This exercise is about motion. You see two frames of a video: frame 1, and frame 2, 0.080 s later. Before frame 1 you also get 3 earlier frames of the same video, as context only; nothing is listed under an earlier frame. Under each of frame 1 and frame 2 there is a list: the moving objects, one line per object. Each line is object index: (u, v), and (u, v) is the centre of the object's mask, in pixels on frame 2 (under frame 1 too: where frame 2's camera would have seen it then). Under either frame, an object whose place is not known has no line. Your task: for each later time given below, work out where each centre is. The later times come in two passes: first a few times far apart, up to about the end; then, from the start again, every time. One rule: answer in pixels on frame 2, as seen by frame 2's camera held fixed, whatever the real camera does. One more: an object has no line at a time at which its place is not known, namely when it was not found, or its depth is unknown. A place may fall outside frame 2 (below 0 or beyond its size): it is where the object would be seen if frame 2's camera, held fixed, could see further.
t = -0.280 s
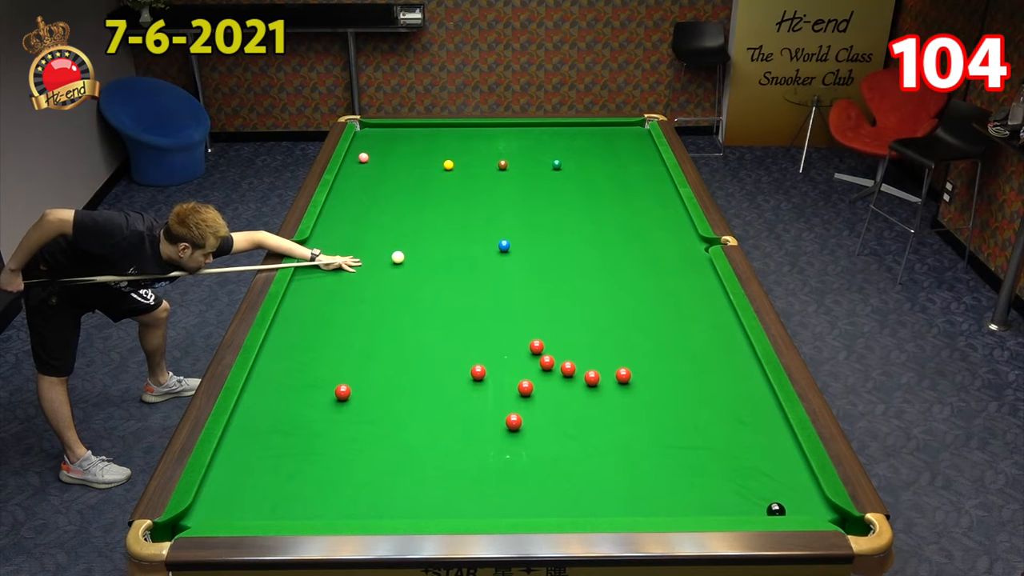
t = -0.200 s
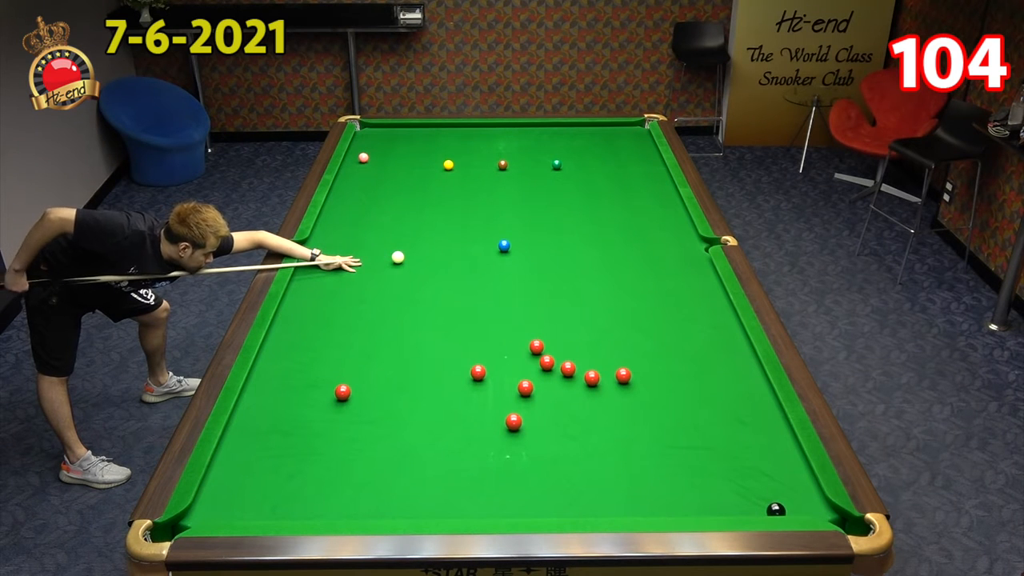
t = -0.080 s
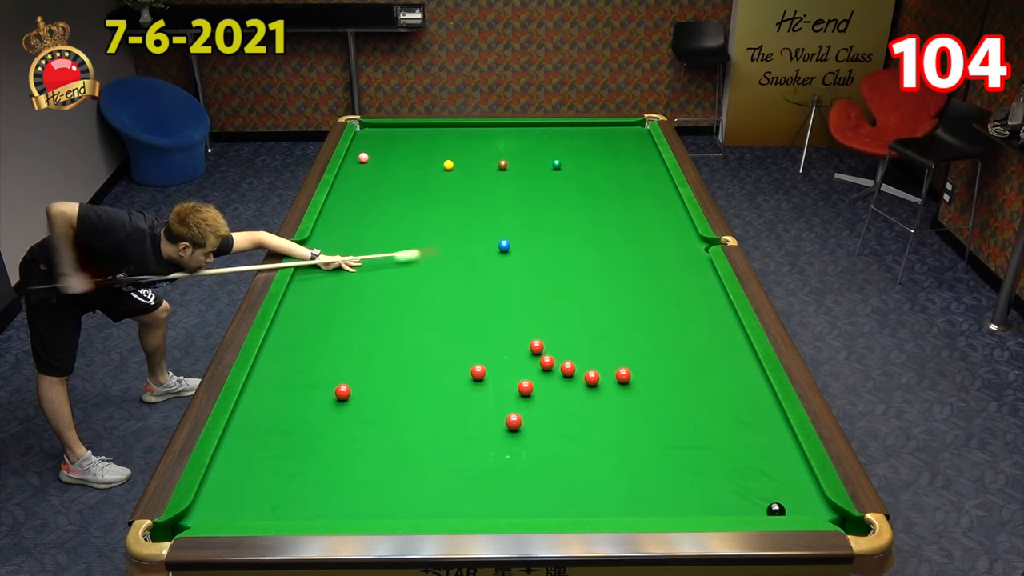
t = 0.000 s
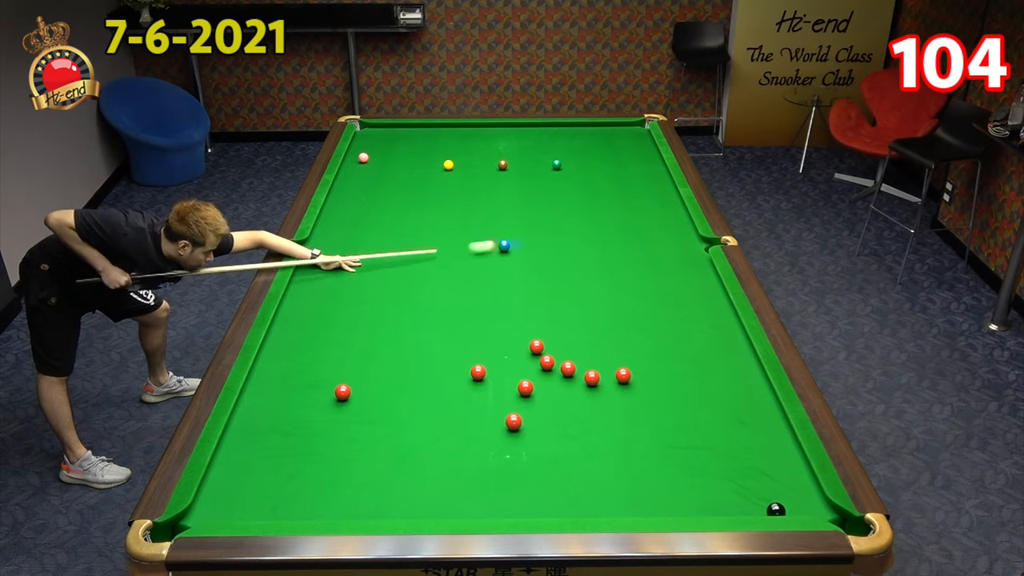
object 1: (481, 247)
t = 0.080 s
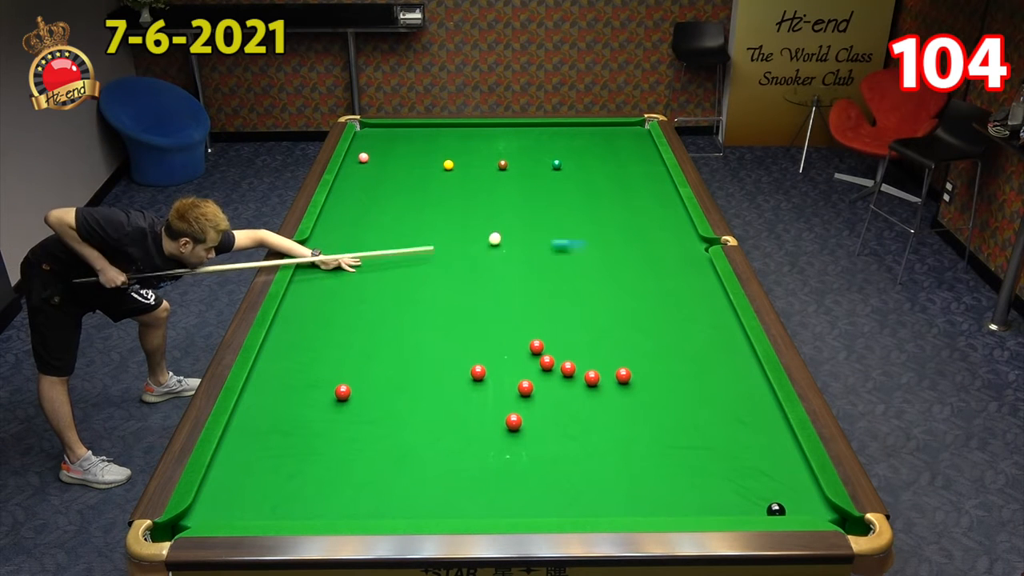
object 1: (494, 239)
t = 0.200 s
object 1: (502, 228)
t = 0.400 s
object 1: (527, 211)
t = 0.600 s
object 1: (562, 195)
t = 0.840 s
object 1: (602, 179)
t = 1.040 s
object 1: (633, 166)
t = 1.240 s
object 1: (652, 154)
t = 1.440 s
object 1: (626, 144)
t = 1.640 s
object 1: (604, 134)
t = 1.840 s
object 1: (584, 125)
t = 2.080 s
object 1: (560, 130)
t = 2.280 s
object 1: (541, 135)
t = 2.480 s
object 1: (522, 141)
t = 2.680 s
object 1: (502, 146)
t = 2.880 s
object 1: (482, 152)
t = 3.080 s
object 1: (462, 157)
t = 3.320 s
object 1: (438, 163)
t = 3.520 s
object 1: (417, 167)
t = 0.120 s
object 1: (496, 235)
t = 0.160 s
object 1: (499, 231)
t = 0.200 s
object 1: (502, 228)
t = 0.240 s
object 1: (506, 224)
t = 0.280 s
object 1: (510, 221)
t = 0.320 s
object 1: (515, 218)
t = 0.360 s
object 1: (521, 214)
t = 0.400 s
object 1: (527, 211)
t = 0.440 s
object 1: (533, 208)
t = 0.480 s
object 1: (540, 205)
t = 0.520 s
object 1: (547, 201)
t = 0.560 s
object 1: (555, 198)
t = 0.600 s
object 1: (562, 195)
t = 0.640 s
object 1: (569, 192)
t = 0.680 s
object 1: (576, 190)
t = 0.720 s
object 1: (582, 187)
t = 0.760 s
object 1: (589, 184)
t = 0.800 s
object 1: (596, 181)
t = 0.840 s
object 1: (602, 179)
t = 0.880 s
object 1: (609, 176)
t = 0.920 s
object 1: (615, 173)
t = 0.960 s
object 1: (621, 171)
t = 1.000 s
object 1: (627, 168)
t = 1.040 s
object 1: (633, 166)
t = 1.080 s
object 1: (639, 163)
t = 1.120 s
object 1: (645, 161)
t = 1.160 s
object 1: (651, 158)
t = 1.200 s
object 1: (656, 156)
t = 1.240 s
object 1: (652, 154)
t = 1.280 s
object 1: (646, 152)
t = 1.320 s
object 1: (641, 150)
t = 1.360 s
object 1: (636, 148)
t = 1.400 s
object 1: (631, 146)
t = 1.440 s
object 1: (626, 144)
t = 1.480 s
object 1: (622, 142)
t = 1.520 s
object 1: (617, 140)
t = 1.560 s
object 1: (613, 138)
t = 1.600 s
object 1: (608, 136)
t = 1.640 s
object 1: (604, 134)
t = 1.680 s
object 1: (600, 133)
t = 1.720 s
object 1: (595, 131)
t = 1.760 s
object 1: (592, 129)
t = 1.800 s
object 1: (587, 127)
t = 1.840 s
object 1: (584, 125)
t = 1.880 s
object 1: (580, 124)
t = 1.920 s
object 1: (576, 125)
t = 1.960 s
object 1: (572, 126)
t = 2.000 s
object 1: (568, 128)
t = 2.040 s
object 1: (564, 129)
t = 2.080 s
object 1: (560, 130)
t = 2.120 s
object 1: (557, 131)
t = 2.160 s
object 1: (553, 132)
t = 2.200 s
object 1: (549, 133)
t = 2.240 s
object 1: (545, 134)
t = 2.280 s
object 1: (541, 135)
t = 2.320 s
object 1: (537, 136)
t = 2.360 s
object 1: (533, 138)
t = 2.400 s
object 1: (529, 139)
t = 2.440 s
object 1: (526, 140)
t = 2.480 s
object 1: (522, 141)
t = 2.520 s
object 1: (518, 142)
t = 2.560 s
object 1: (514, 143)
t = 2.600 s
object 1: (510, 144)
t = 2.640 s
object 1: (506, 145)
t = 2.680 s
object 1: (502, 146)
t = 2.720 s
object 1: (498, 147)
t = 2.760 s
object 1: (494, 148)
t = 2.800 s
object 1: (490, 149)
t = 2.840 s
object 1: (486, 151)
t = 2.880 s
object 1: (482, 152)
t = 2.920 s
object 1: (478, 153)
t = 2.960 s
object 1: (474, 154)
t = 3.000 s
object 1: (470, 155)
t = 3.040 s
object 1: (466, 156)
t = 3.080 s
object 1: (462, 157)
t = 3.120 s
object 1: (459, 158)
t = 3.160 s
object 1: (455, 159)
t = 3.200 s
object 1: (451, 159)
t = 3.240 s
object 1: (446, 159)
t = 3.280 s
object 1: (441, 162)
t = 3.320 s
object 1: (438, 163)
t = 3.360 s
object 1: (434, 164)
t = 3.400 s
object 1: (429, 165)
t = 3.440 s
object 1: (425, 165)
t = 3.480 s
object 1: (421, 166)
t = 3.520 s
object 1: (417, 167)
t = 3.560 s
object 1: (412, 167)
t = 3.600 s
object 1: (408, 168)
